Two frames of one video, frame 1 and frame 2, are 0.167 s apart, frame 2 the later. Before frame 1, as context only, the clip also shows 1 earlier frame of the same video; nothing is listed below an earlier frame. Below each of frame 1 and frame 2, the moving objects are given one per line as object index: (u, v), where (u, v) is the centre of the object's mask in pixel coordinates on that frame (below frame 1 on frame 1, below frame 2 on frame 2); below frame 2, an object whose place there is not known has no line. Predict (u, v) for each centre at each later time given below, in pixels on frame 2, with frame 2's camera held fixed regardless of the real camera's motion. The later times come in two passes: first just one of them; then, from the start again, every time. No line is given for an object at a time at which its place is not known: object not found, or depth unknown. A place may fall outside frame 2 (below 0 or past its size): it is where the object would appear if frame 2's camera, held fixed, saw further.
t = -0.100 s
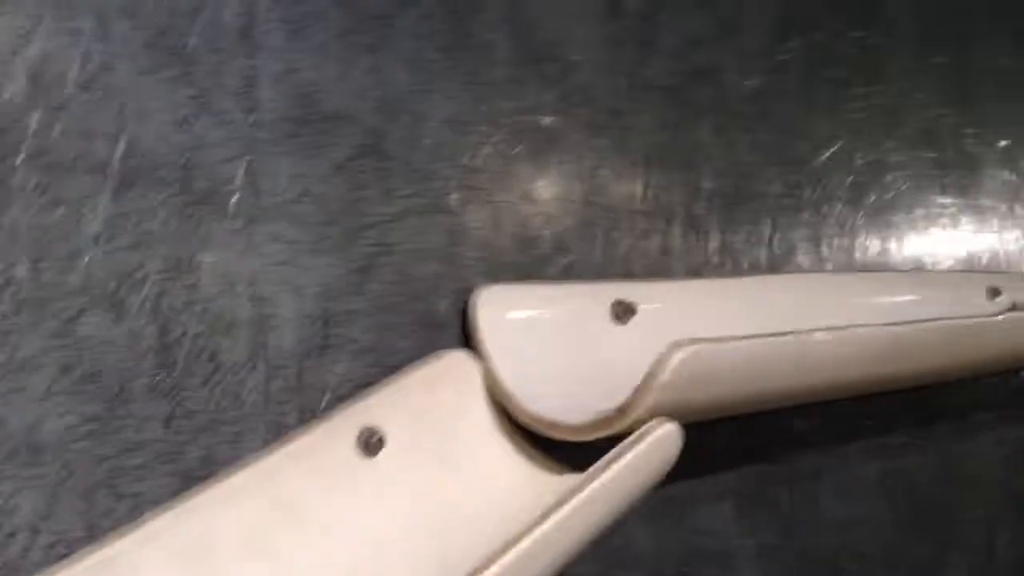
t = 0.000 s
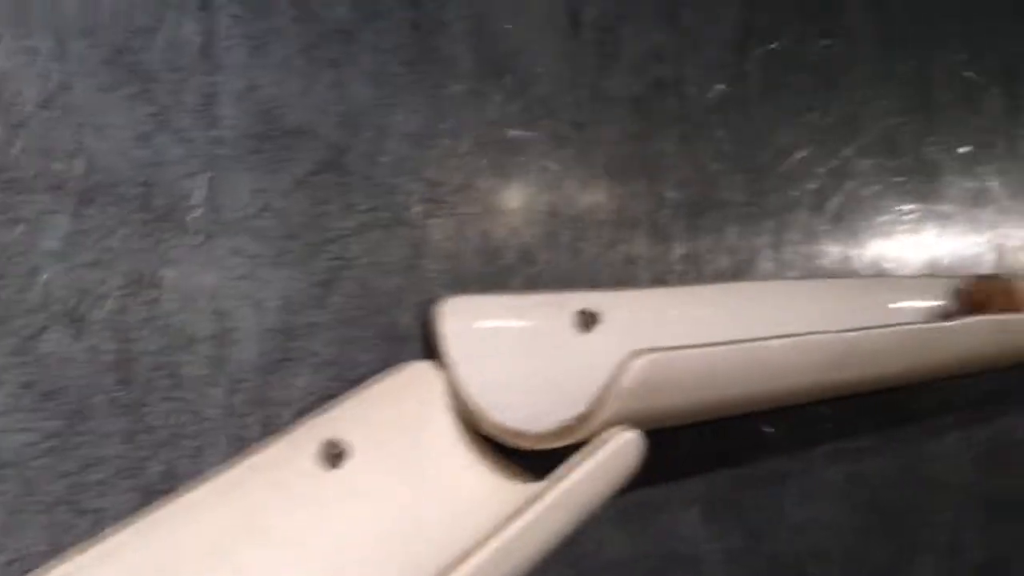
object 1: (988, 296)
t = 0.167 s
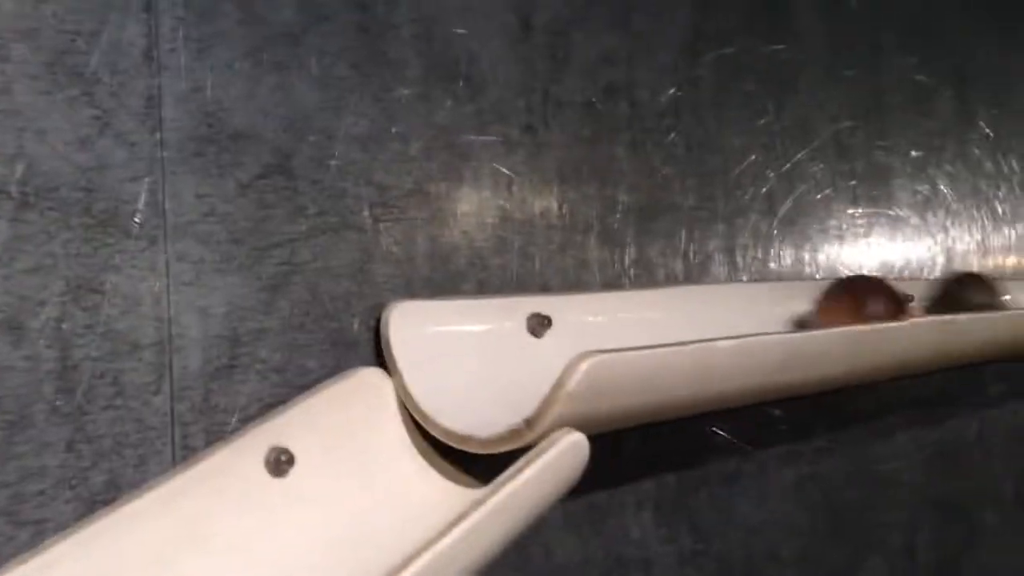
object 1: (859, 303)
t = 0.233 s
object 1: (818, 305)
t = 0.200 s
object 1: (846, 304)
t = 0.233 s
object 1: (818, 305)
